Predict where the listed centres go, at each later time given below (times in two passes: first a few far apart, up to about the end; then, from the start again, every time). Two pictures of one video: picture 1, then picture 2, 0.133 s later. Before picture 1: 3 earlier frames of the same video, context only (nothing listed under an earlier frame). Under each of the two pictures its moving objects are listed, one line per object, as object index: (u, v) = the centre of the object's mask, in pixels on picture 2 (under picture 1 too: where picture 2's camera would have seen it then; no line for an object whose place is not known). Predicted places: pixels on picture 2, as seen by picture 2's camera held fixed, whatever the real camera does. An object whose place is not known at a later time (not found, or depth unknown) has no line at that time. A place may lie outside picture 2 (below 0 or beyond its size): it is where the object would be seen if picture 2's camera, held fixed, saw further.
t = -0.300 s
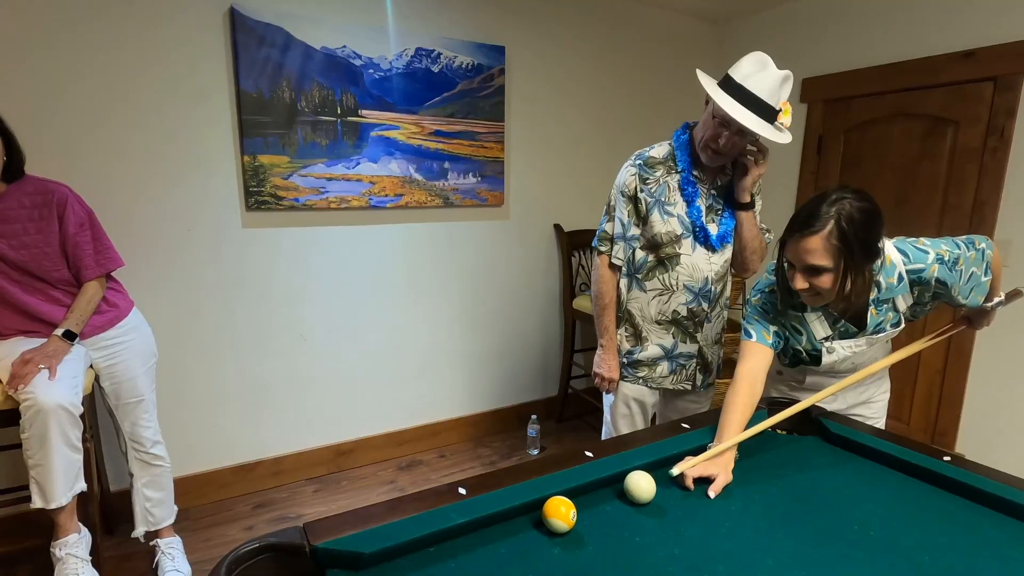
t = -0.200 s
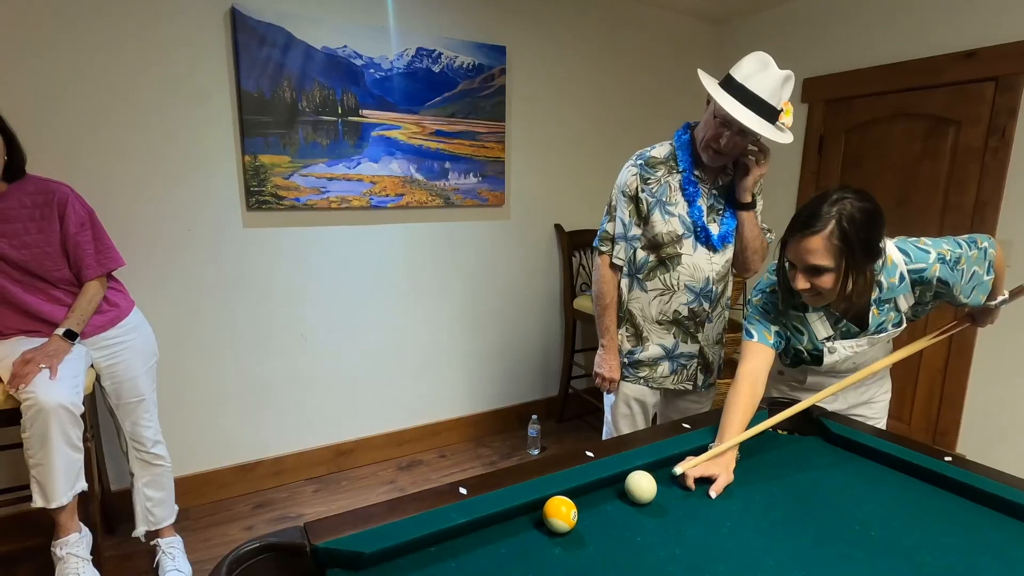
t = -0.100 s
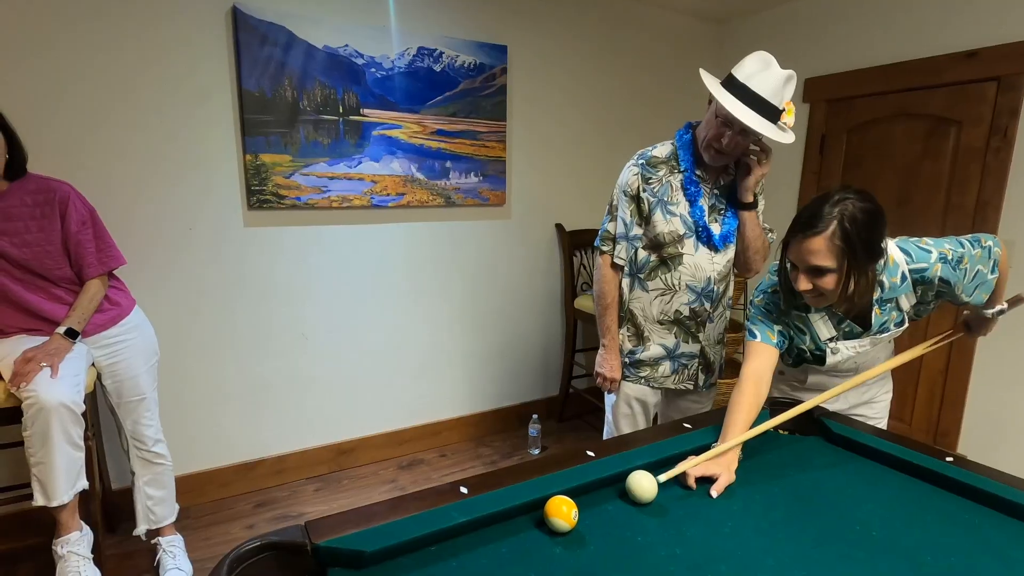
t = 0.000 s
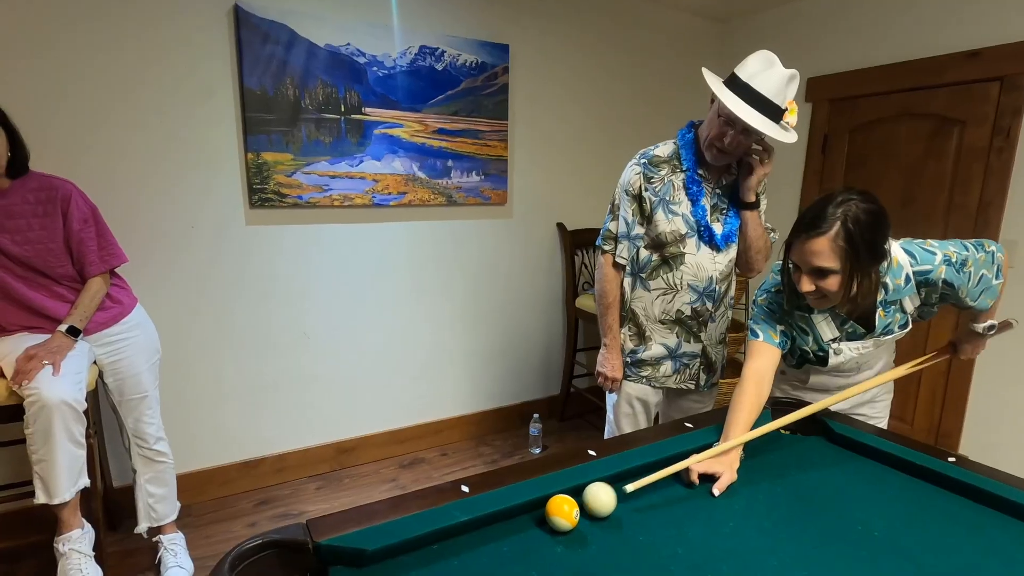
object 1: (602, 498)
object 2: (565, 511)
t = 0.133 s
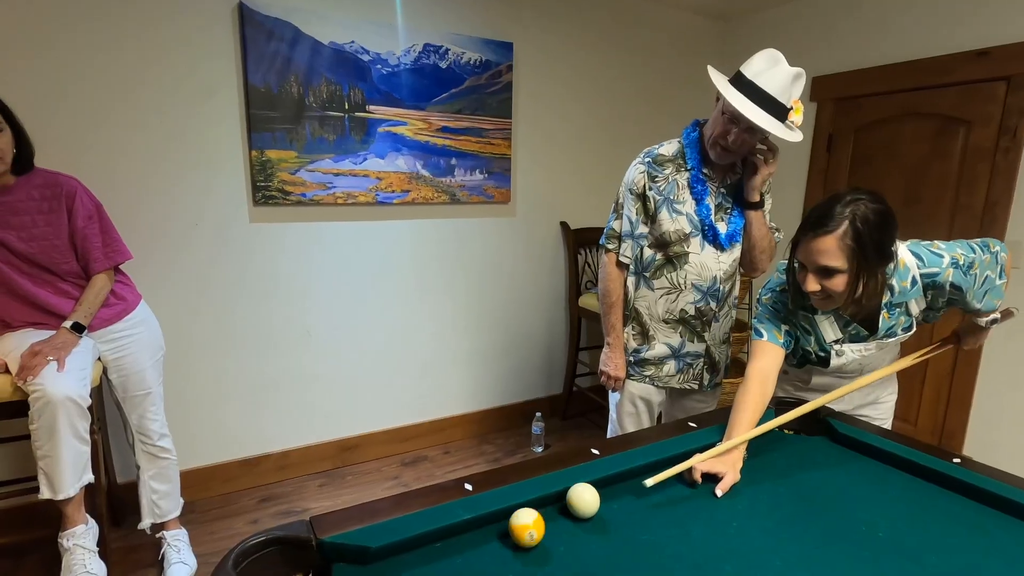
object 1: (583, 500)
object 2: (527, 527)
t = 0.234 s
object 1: (575, 500)
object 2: (496, 541)
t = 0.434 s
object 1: (574, 505)
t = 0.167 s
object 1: (580, 500)
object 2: (517, 532)
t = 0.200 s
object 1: (577, 500)
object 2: (506, 536)
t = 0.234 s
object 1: (575, 500)
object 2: (496, 541)
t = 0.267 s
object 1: (574, 501)
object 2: (485, 545)
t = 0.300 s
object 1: (574, 502)
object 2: (475, 550)
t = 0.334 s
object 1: (574, 503)
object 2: (464, 555)
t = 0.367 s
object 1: (574, 504)
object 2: (453, 560)
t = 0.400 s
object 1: (573, 505)
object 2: (442, 565)
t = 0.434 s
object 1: (574, 505)
